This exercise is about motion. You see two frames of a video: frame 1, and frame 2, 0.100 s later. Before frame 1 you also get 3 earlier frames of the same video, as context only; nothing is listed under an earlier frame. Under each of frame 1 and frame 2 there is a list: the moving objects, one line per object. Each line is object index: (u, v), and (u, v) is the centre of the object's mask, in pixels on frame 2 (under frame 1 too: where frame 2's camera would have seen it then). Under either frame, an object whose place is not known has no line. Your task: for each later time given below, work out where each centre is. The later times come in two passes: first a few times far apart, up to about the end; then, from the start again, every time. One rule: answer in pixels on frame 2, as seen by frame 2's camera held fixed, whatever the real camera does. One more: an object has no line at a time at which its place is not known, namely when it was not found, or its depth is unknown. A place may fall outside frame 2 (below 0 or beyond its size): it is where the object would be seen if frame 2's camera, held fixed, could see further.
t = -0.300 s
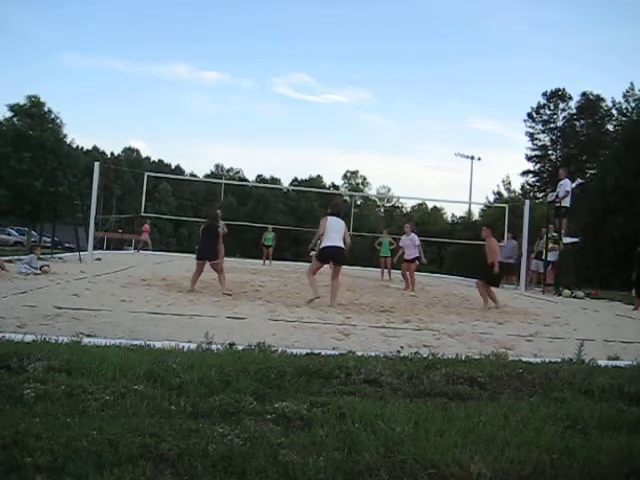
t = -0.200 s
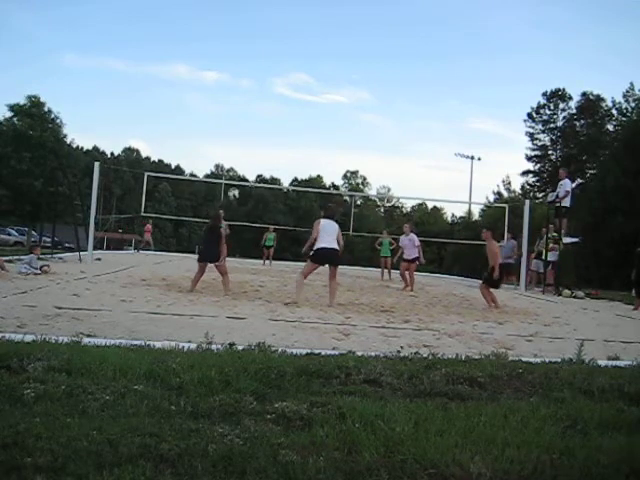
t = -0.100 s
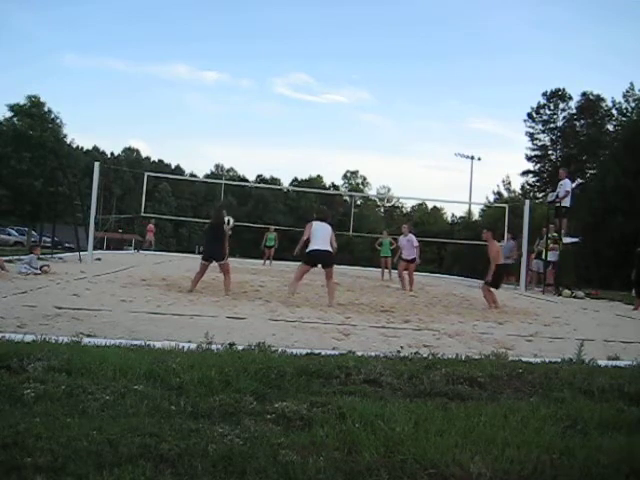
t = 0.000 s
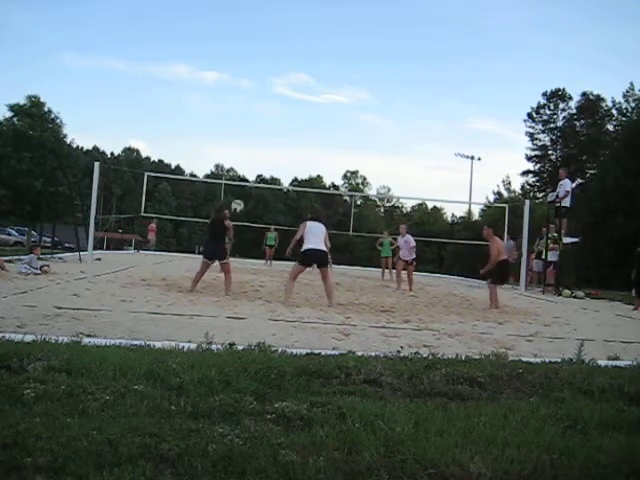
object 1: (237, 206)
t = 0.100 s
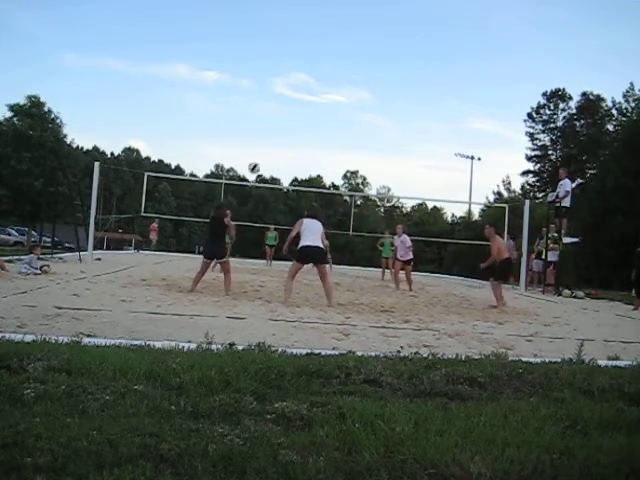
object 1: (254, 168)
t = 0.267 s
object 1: (279, 118)
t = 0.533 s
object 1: (315, 75)
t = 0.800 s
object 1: (345, 71)
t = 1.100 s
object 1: (373, 108)
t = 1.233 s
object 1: (383, 137)
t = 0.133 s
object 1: (259, 156)
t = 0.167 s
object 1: (264, 146)
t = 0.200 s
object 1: (269, 136)
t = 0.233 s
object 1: (274, 126)
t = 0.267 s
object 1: (279, 118)
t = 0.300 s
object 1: (284, 111)
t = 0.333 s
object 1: (289, 104)
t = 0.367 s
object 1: (293, 97)
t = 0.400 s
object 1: (297, 92)
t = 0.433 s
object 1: (302, 87)
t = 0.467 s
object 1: (306, 82)
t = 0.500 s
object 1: (310, 79)
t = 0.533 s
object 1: (315, 75)
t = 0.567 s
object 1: (319, 73)
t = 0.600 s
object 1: (323, 71)
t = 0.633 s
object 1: (326, 70)
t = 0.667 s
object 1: (330, 69)
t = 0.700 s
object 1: (334, 69)
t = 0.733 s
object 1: (338, 69)
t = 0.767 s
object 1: (341, 70)
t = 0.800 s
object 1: (345, 71)
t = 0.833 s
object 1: (348, 73)
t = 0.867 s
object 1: (351, 76)
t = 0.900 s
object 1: (355, 78)
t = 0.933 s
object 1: (357, 82)
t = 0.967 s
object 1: (361, 86)
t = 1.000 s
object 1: (364, 91)
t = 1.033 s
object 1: (367, 96)
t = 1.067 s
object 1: (370, 102)
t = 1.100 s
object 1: (373, 108)
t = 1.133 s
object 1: (375, 114)
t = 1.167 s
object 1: (378, 121)
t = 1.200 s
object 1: (381, 128)
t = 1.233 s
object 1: (383, 137)
